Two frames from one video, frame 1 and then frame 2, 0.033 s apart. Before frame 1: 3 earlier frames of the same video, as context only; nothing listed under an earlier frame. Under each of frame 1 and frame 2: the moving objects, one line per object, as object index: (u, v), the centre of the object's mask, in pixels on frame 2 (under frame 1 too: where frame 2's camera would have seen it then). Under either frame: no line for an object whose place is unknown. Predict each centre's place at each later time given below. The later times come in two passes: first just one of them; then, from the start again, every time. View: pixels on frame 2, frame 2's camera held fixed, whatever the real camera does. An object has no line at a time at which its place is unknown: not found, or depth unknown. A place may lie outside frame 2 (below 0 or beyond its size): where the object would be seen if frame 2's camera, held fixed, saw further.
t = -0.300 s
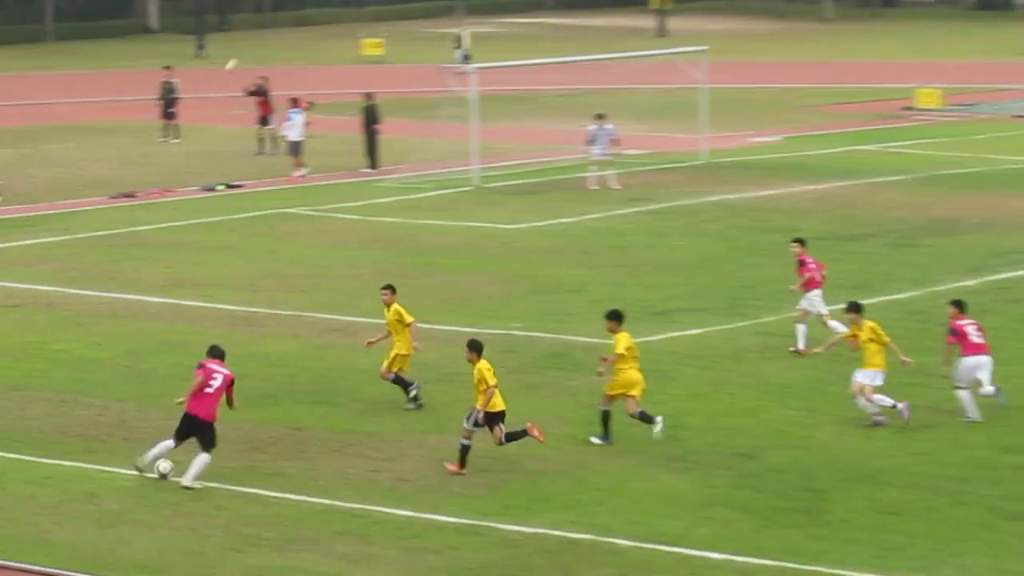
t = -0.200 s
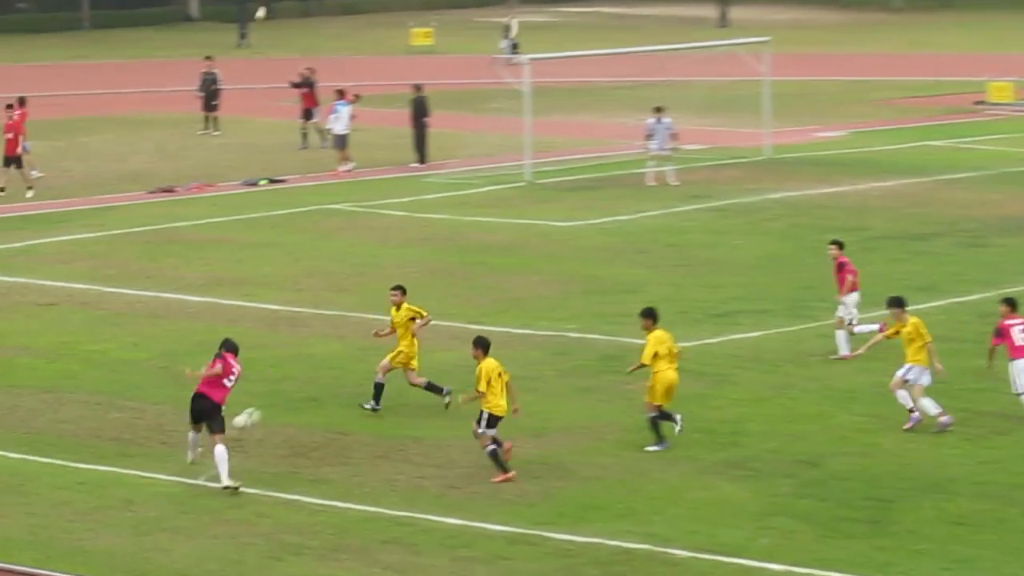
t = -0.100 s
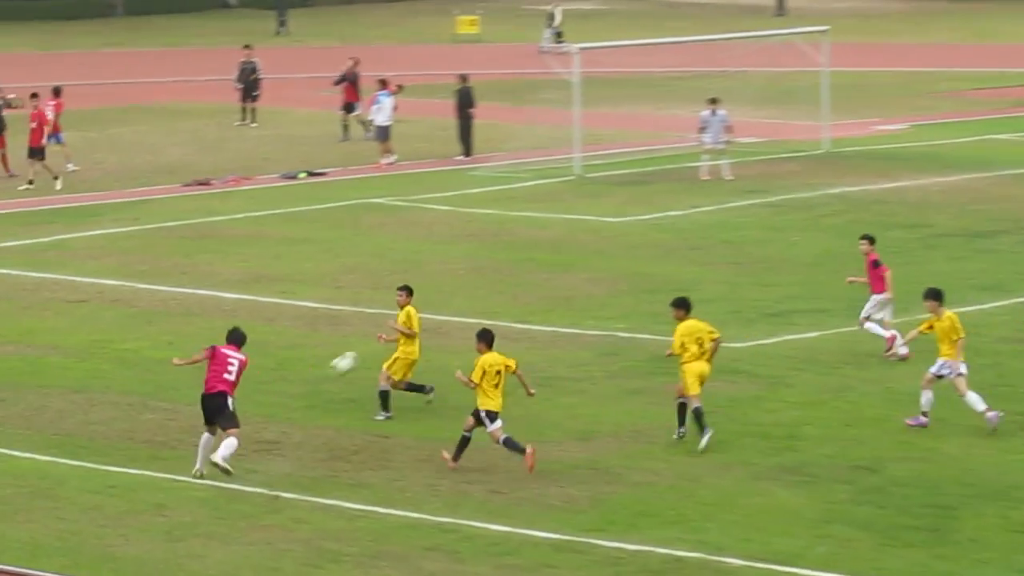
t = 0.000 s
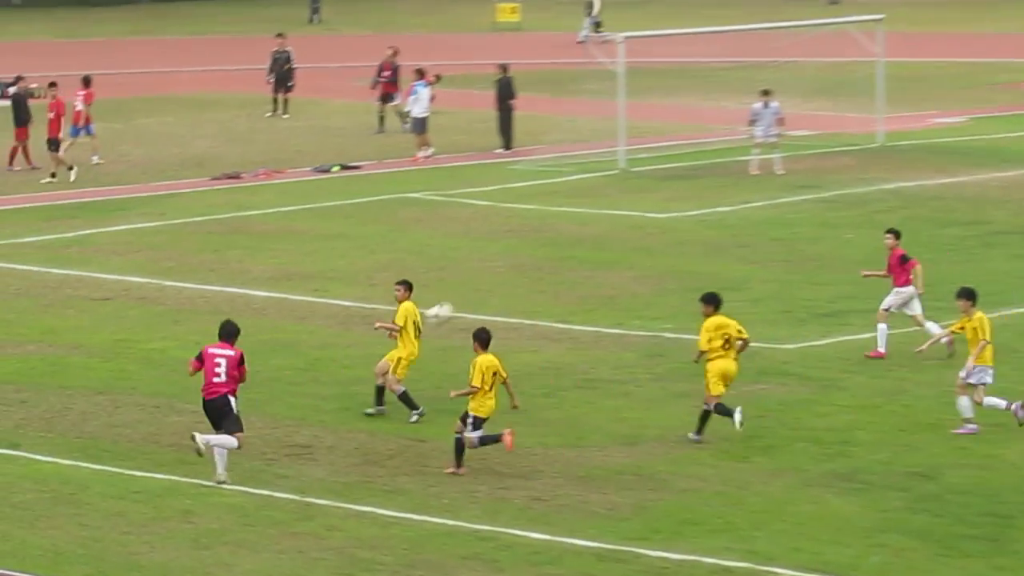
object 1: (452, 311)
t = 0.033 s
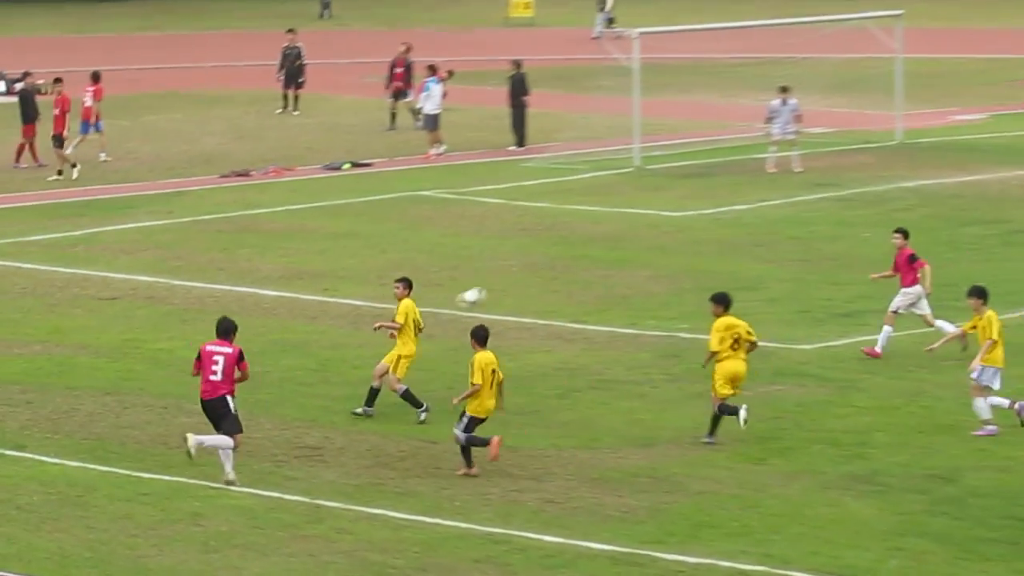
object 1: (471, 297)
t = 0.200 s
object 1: (567, 239)
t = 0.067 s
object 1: (491, 284)
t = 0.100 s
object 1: (510, 271)
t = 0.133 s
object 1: (528, 260)
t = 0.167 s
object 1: (548, 248)
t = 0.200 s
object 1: (567, 239)
